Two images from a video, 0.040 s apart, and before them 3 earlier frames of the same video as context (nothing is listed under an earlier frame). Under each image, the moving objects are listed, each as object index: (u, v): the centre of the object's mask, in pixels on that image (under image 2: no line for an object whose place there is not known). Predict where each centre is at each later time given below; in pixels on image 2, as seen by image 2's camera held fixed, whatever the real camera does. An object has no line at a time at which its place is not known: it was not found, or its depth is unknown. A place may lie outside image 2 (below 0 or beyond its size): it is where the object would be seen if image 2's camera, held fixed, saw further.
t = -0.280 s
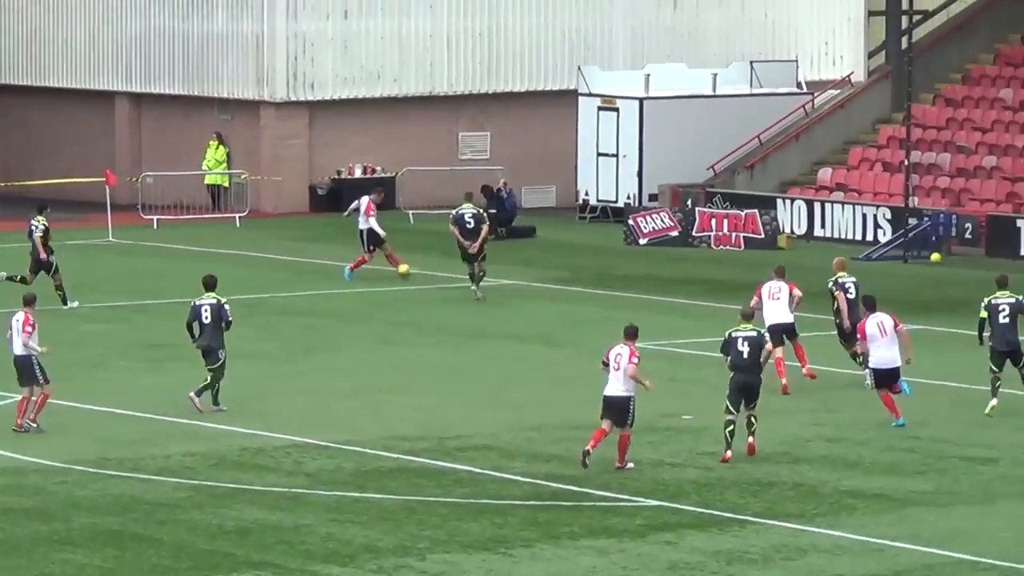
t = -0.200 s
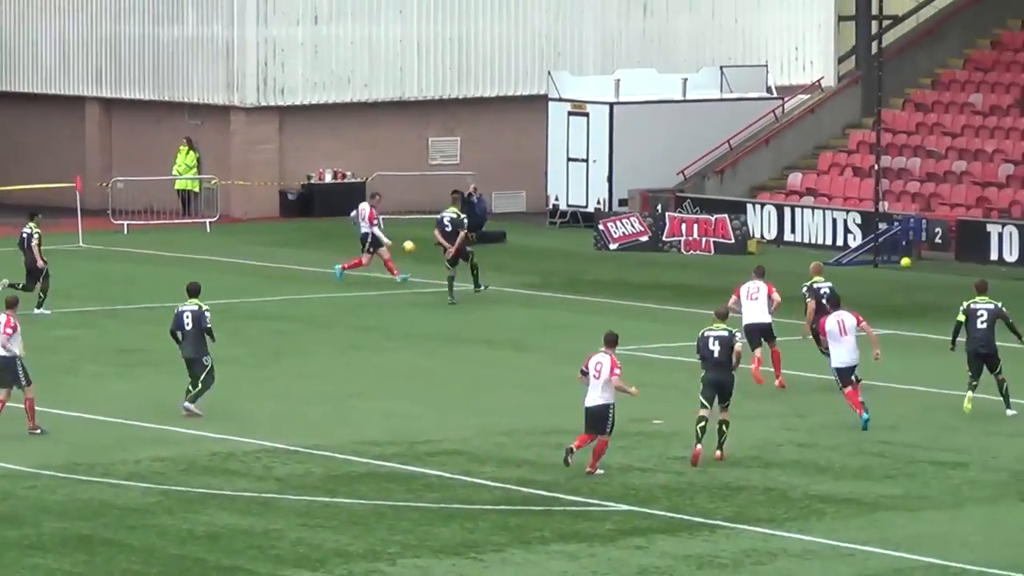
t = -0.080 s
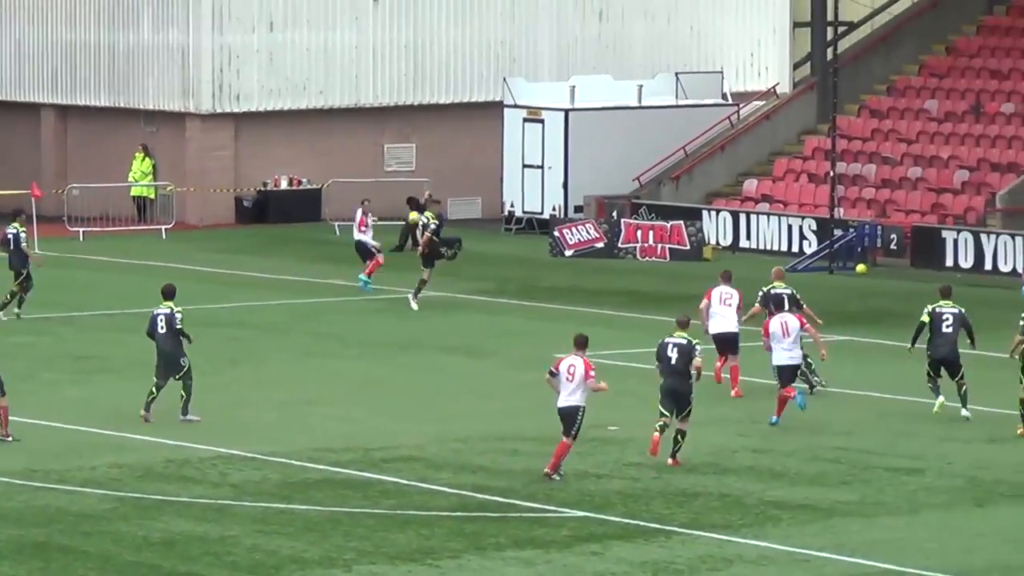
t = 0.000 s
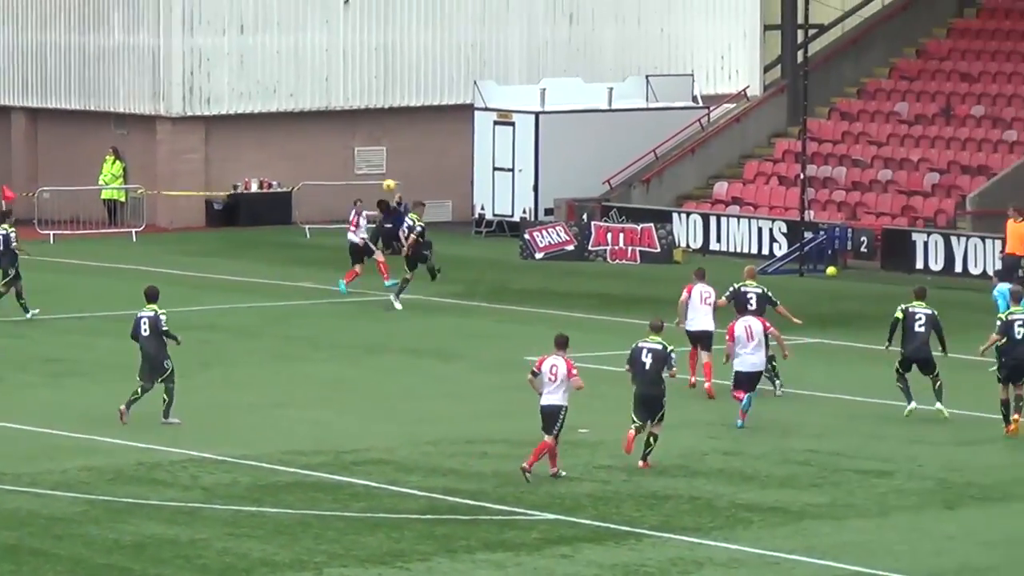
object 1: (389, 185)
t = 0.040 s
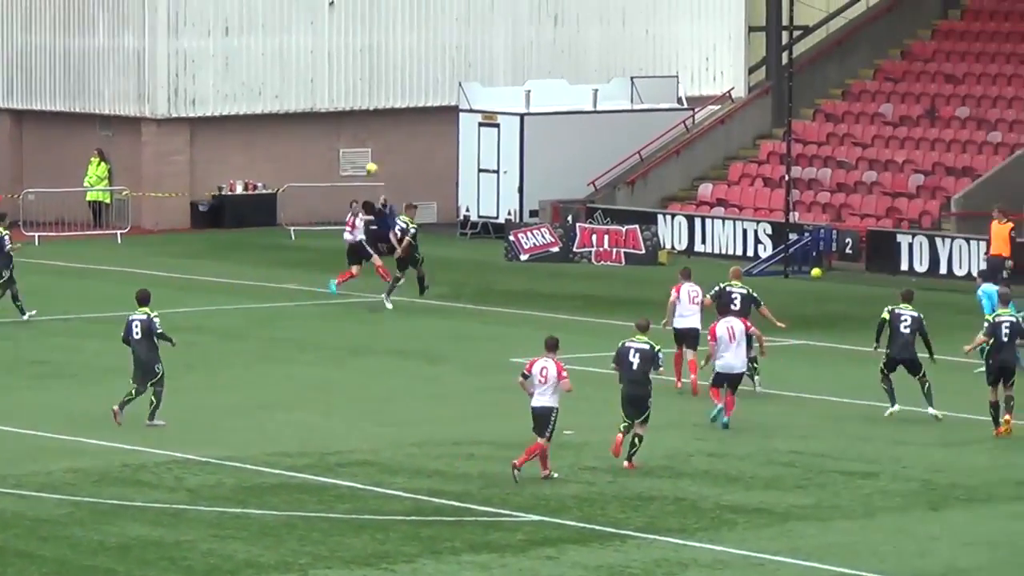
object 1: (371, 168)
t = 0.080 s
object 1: (362, 152)
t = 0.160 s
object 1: (344, 121)
